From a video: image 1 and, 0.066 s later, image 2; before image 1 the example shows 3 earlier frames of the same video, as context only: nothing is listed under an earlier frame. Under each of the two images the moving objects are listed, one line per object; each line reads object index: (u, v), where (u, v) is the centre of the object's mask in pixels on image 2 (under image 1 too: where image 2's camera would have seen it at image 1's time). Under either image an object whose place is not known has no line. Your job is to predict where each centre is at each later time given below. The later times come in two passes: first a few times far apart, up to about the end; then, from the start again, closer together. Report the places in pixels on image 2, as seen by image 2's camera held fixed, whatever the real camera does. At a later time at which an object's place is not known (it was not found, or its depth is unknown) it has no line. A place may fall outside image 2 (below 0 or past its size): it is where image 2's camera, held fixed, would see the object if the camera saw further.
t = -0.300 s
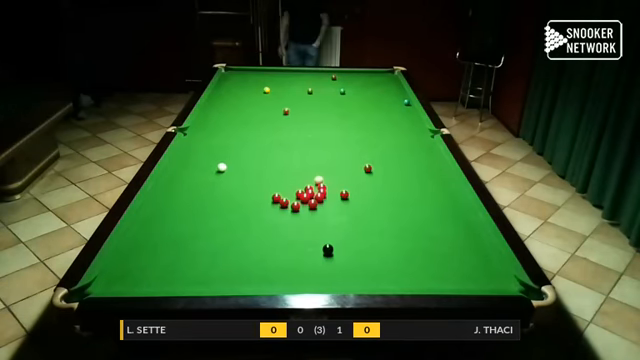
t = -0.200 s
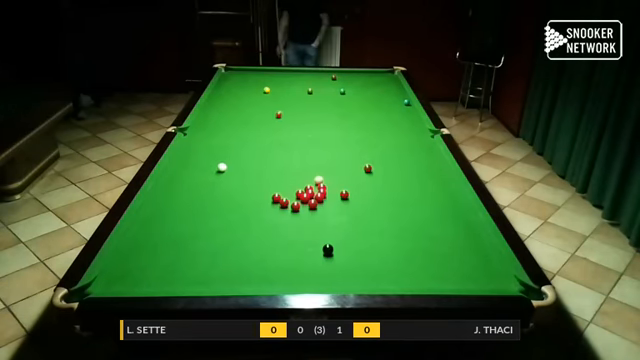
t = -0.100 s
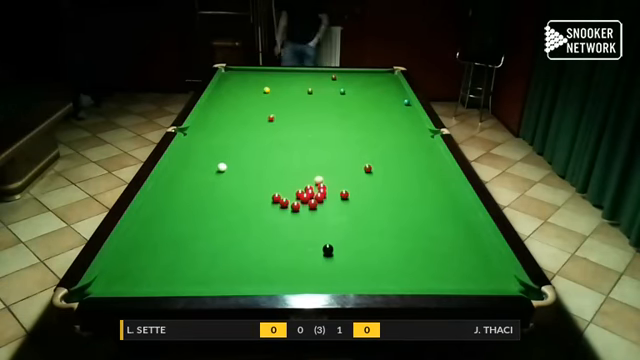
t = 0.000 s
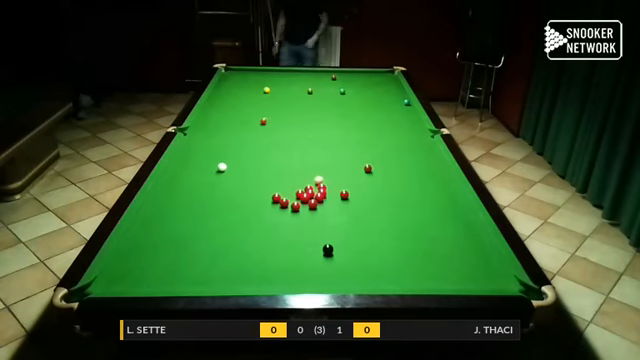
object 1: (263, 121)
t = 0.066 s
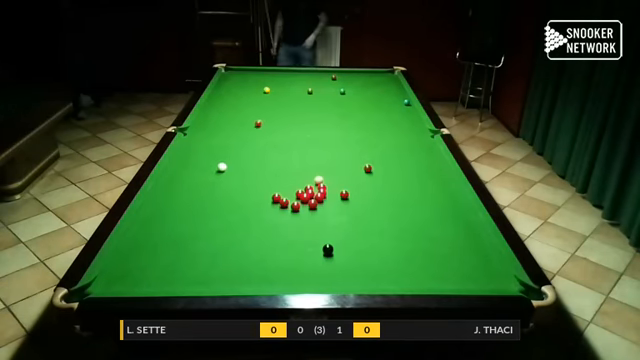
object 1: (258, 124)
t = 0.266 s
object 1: (241, 131)
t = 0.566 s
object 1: (215, 142)
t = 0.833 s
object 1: (190, 153)
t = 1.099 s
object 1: (174, 164)
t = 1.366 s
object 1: (180, 174)
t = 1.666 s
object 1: (186, 186)
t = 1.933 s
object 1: (192, 196)
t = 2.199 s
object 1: (199, 207)
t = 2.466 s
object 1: (205, 218)
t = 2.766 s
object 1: (213, 231)
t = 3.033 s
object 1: (219, 242)
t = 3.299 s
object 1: (226, 253)
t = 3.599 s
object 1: (233, 266)
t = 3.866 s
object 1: (240, 277)
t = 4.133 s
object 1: (247, 283)
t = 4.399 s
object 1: (254, 279)
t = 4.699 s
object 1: (260, 273)
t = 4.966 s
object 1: (265, 269)
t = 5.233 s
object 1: (268, 265)
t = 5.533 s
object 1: (271, 262)
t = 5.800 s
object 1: (273, 260)
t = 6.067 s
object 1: (274, 260)
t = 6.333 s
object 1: (274, 259)
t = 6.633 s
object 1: (274, 260)
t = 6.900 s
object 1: (274, 260)
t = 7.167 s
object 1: (274, 259)
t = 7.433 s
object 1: (274, 259)
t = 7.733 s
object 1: (275, 259)
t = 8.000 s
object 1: (274, 259)
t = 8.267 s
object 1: (274, 260)
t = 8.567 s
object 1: (274, 259)
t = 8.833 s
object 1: (274, 259)
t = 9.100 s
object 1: (274, 260)
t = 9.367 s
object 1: (274, 260)
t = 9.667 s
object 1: (274, 260)
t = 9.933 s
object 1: (274, 260)
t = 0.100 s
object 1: (255, 125)
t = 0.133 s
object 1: (252, 126)
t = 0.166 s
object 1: (250, 127)
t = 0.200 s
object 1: (247, 128)
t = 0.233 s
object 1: (244, 129)
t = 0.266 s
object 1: (241, 131)
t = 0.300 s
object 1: (238, 132)
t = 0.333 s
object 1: (236, 133)
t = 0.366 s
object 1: (233, 134)
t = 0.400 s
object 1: (230, 136)
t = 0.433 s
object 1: (227, 137)
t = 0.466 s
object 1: (224, 138)
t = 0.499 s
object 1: (221, 140)
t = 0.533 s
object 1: (219, 141)
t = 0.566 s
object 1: (215, 142)
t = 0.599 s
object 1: (212, 144)
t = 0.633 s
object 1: (209, 145)
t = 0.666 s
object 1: (206, 146)
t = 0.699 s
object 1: (203, 148)
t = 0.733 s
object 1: (199, 149)
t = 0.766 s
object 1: (196, 151)
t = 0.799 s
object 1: (193, 152)
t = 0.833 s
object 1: (190, 153)
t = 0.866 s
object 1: (186, 155)
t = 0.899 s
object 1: (183, 156)
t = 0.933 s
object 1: (180, 157)
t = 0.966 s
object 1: (176, 158)
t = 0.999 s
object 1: (173, 160)
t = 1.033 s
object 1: (172, 161)
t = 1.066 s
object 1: (173, 163)
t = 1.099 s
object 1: (174, 164)
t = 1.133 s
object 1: (174, 165)
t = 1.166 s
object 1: (175, 167)
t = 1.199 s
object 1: (176, 168)
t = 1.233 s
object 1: (176, 169)
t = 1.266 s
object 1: (177, 171)
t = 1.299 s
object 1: (178, 172)
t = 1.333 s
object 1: (179, 173)
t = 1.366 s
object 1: (180, 174)
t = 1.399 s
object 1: (180, 175)
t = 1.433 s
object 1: (181, 177)
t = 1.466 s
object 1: (182, 178)
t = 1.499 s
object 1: (182, 179)
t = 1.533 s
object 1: (183, 180)
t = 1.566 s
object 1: (184, 182)
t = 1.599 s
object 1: (185, 183)
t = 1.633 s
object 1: (186, 184)
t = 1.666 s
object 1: (186, 186)
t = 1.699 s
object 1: (187, 187)
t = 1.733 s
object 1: (188, 188)
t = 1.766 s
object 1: (188, 190)
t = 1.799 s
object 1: (189, 191)
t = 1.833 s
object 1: (190, 192)
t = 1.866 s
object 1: (191, 194)
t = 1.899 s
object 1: (192, 195)
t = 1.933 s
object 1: (192, 196)
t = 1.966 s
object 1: (193, 198)
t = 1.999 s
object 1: (194, 199)
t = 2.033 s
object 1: (195, 200)
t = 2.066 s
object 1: (196, 202)
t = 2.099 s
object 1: (197, 203)
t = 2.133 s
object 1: (197, 204)
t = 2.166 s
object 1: (198, 206)
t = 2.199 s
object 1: (199, 207)
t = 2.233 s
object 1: (200, 208)
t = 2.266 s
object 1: (201, 210)
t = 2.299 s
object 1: (201, 211)
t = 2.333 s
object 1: (202, 212)
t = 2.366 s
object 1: (203, 214)
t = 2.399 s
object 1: (204, 215)
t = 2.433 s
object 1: (205, 217)
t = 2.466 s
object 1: (205, 218)
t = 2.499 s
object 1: (206, 220)
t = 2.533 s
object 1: (207, 221)
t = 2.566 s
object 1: (208, 222)
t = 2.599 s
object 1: (209, 224)
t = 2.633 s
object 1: (210, 225)
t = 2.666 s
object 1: (210, 227)
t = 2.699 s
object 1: (211, 228)
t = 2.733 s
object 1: (212, 230)
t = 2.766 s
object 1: (213, 231)
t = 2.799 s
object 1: (214, 232)
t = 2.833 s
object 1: (214, 234)
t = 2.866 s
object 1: (215, 235)
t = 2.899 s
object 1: (216, 236)
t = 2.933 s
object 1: (217, 238)
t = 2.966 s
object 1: (218, 240)
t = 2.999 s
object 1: (219, 241)
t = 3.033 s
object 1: (219, 242)
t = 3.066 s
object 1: (220, 244)
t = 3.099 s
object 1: (221, 245)
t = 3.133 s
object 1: (222, 247)
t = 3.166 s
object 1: (223, 248)
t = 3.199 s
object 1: (224, 249)
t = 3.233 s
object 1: (224, 251)
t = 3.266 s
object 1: (225, 252)
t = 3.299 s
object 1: (226, 253)
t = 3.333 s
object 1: (227, 255)
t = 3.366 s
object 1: (228, 256)
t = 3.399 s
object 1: (229, 258)
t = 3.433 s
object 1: (229, 259)
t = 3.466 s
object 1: (230, 260)
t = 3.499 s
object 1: (231, 262)
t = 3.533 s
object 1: (232, 263)
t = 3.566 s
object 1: (233, 265)
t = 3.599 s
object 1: (233, 266)
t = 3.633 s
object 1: (234, 268)
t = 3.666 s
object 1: (235, 269)
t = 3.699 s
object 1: (236, 270)
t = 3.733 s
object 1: (237, 272)
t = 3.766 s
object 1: (238, 273)
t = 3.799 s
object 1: (239, 274)
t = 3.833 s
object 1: (239, 276)
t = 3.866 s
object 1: (240, 277)
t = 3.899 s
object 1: (241, 278)
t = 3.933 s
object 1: (242, 280)
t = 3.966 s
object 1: (243, 280)
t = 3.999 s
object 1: (244, 281)
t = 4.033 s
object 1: (245, 282)
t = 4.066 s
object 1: (246, 283)
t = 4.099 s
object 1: (246, 283)
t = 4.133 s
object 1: (247, 283)
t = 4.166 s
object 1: (248, 283)
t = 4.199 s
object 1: (249, 283)
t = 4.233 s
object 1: (249, 282)
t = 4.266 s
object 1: (250, 282)
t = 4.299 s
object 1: (251, 281)
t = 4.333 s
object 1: (252, 280)
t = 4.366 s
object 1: (253, 280)
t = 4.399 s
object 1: (254, 279)
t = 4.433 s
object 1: (254, 279)
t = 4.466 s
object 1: (255, 278)
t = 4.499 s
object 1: (256, 278)
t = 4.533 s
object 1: (257, 277)
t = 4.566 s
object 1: (257, 276)
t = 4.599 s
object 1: (258, 275)
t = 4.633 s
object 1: (259, 275)
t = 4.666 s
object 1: (260, 274)
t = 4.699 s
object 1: (260, 273)
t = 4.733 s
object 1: (261, 273)
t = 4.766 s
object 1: (261, 272)
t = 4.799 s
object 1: (262, 272)
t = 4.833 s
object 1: (263, 271)
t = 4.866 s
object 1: (263, 271)
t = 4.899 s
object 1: (264, 270)
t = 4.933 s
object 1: (264, 269)
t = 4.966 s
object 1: (265, 269)
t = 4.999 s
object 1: (266, 268)
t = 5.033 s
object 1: (266, 268)
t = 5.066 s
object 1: (266, 268)
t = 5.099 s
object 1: (267, 267)
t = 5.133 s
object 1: (267, 266)
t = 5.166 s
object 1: (268, 266)
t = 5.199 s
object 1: (268, 266)
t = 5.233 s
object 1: (268, 265)
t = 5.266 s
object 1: (269, 265)
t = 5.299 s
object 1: (269, 265)
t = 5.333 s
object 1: (270, 264)
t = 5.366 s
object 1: (270, 263)
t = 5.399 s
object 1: (270, 263)
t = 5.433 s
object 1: (271, 263)
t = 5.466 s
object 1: (271, 263)
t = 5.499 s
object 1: (271, 263)
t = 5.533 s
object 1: (271, 262)
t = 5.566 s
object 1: (272, 262)
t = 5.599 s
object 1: (272, 262)
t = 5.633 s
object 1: (272, 261)
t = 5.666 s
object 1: (273, 261)
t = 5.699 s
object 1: (273, 261)
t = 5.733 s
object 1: (273, 261)
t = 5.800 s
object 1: (273, 260)
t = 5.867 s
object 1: (274, 260)
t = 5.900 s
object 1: (274, 260)
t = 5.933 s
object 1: (274, 260)
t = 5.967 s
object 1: (274, 260)
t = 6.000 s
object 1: (274, 260)
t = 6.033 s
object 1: (274, 260)
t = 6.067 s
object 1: (274, 260)
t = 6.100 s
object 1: (274, 259)
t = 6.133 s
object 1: (274, 259)
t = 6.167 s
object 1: (274, 259)
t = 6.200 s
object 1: (274, 259)
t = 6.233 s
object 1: (274, 259)
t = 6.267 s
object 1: (274, 259)
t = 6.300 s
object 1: (274, 259)
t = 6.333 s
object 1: (274, 259)
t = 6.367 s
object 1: (274, 259)
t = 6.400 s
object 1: (274, 259)
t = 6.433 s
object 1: (274, 260)
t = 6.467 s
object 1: (274, 259)
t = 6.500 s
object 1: (274, 260)
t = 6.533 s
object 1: (274, 259)
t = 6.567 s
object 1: (274, 259)
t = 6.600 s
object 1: (274, 259)
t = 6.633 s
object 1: (274, 260)
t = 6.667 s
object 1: (274, 259)
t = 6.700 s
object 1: (274, 260)
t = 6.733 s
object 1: (274, 259)
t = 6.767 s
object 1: (274, 260)
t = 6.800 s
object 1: (274, 259)
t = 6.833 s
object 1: (274, 259)
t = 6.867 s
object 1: (274, 259)
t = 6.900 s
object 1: (274, 260)
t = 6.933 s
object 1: (274, 260)
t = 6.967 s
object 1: (274, 259)
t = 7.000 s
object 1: (274, 260)
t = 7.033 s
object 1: (274, 259)
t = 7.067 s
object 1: (274, 259)
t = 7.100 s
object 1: (274, 259)
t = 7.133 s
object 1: (274, 259)
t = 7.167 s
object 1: (274, 259)
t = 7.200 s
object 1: (274, 259)
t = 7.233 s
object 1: (274, 259)
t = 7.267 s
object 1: (274, 259)
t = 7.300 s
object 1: (274, 259)
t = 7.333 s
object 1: (274, 259)
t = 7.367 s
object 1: (274, 259)
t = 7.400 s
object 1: (274, 259)
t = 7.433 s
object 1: (274, 259)
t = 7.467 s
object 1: (274, 259)
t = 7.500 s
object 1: (274, 259)
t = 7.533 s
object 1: (275, 259)
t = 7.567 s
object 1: (274, 259)
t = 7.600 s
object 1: (275, 259)
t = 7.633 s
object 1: (274, 259)
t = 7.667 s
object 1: (274, 259)
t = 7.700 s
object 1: (274, 259)
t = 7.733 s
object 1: (275, 259)
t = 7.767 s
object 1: (274, 259)
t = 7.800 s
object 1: (275, 259)
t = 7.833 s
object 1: (274, 259)
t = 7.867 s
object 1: (274, 259)
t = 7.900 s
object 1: (274, 259)
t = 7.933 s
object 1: (274, 259)
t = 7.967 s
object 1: (274, 260)
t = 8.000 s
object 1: (274, 259)
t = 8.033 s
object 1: (274, 259)
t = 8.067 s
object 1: (274, 259)
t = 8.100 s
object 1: (274, 259)
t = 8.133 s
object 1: (274, 259)
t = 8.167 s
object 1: (274, 259)
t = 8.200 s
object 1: (274, 259)
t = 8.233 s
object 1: (274, 259)
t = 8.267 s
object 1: (274, 260)
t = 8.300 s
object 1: (274, 259)
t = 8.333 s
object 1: (274, 259)
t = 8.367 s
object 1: (274, 259)
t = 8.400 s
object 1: (274, 259)
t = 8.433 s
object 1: (274, 259)
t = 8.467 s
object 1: (274, 260)
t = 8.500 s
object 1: (274, 260)
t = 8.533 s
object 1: (274, 260)
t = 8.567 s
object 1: (274, 259)
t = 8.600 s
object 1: (274, 260)
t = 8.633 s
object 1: (274, 260)
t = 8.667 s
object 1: (274, 260)
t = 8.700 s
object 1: (274, 260)
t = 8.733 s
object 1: (274, 260)
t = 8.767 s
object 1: (274, 259)
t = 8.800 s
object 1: (274, 259)
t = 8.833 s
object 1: (274, 259)
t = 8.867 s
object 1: (274, 259)
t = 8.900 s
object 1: (274, 259)
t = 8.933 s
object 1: (274, 260)
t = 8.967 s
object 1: (274, 260)
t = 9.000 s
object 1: (274, 260)
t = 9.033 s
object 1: (274, 260)
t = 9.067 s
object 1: (274, 260)
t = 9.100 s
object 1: (274, 260)
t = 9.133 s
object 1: (274, 259)
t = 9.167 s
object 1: (274, 259)
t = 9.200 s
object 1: (274, 259)
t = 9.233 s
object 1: (274, 260)
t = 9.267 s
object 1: (274, 260)
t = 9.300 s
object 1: (274, 260)
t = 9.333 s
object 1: (274, 260)
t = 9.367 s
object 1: (274, 260)
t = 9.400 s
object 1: (274, 260)
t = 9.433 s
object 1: (274, 259)
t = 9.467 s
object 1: (274, 260)
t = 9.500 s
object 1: (274, 259)
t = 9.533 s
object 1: (274, 259)
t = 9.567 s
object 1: (274, 260)
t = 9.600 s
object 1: (274, 260)
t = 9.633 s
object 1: (274, 260)
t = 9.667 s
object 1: (274, 260)
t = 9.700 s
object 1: (274, 260)
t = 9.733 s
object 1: (274, 260)
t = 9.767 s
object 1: (274, 260)
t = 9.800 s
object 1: (274, 259)
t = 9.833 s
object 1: (274, 260)
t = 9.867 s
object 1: (274, 260)
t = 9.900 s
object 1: (274, 259)
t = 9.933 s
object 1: (274, 260)
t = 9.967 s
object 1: (274, 259)
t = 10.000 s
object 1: (274, 260)
